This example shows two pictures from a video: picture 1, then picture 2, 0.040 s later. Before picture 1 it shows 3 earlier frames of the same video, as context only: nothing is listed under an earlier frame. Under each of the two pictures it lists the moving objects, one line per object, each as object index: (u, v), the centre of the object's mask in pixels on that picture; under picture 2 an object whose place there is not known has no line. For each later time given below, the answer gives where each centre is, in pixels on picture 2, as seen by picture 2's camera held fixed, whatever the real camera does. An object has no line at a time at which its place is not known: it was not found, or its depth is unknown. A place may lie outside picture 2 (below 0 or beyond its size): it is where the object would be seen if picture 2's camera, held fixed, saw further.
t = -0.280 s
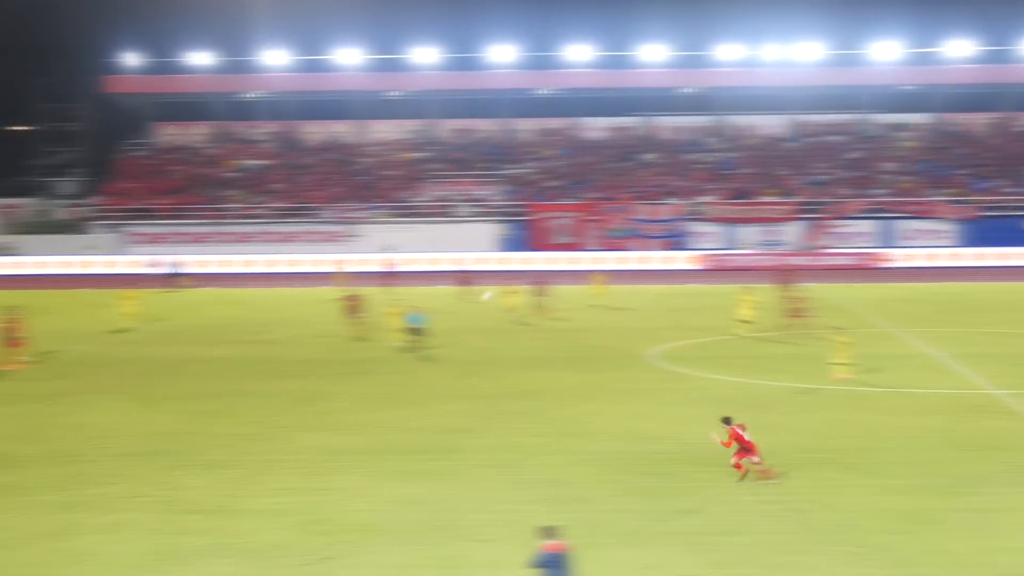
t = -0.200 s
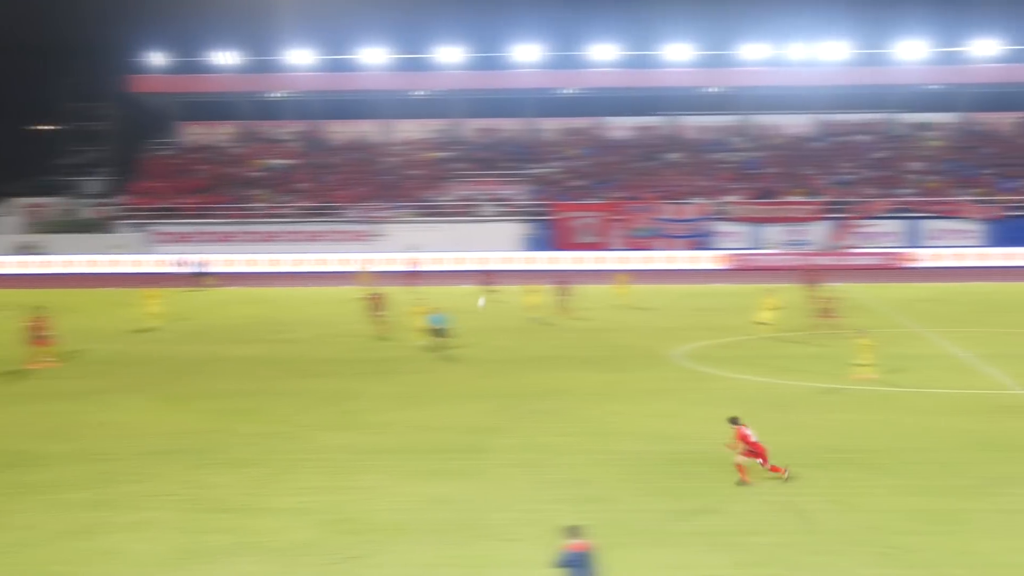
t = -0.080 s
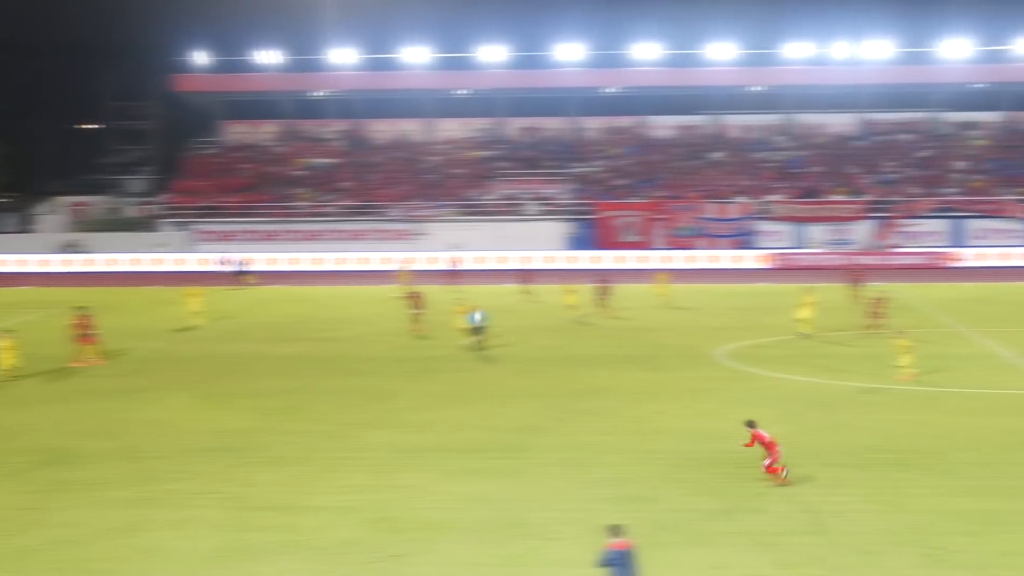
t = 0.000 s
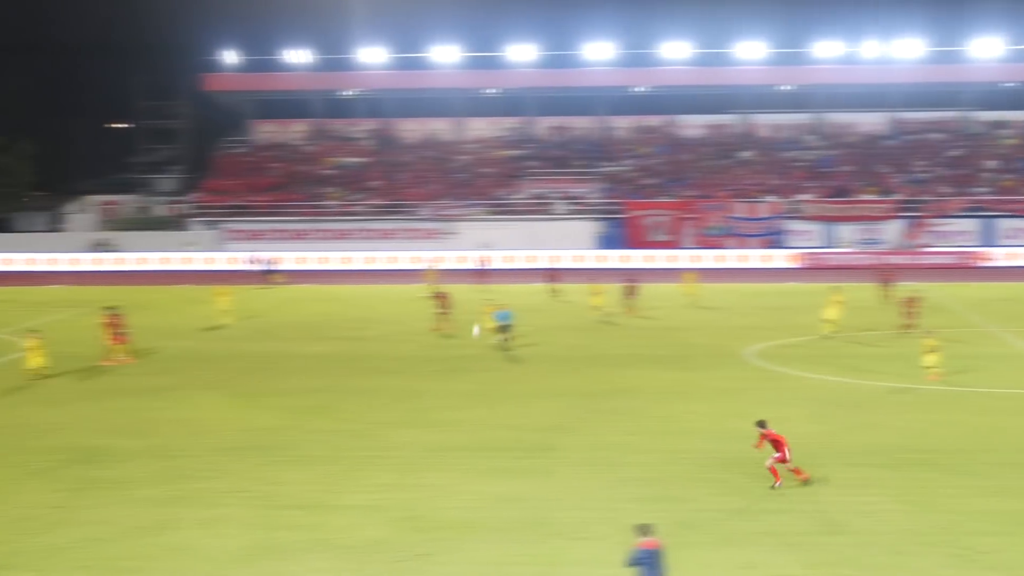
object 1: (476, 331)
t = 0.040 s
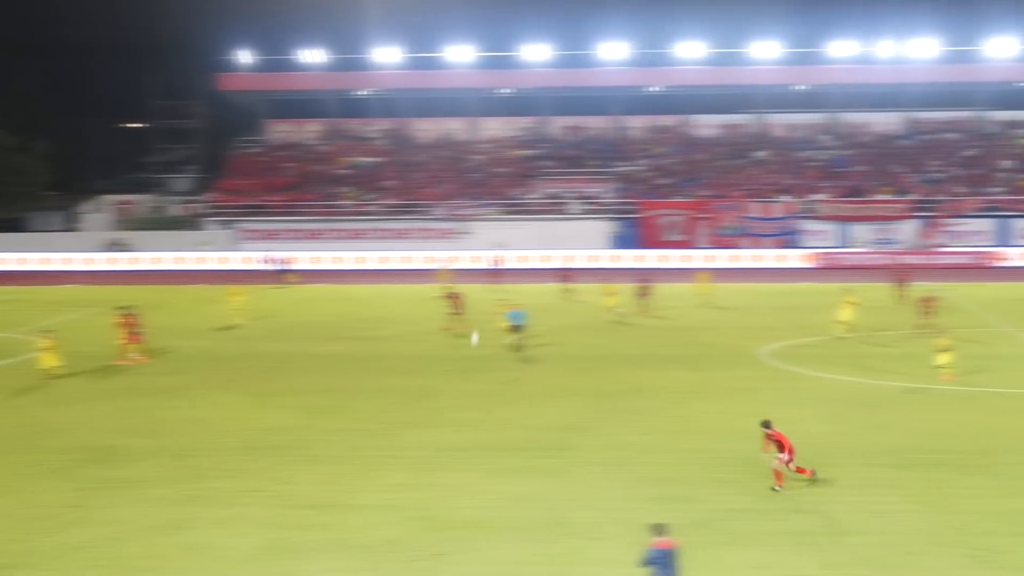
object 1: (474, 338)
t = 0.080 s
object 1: (462, 348)
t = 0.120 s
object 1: (449, 358)
